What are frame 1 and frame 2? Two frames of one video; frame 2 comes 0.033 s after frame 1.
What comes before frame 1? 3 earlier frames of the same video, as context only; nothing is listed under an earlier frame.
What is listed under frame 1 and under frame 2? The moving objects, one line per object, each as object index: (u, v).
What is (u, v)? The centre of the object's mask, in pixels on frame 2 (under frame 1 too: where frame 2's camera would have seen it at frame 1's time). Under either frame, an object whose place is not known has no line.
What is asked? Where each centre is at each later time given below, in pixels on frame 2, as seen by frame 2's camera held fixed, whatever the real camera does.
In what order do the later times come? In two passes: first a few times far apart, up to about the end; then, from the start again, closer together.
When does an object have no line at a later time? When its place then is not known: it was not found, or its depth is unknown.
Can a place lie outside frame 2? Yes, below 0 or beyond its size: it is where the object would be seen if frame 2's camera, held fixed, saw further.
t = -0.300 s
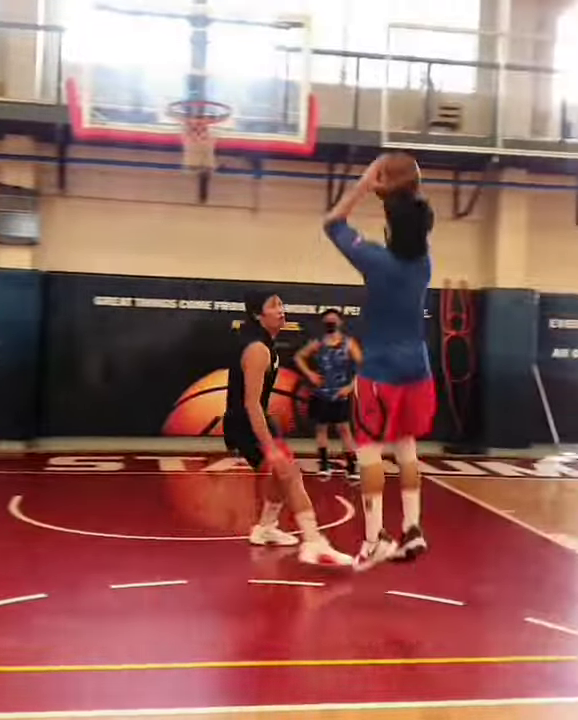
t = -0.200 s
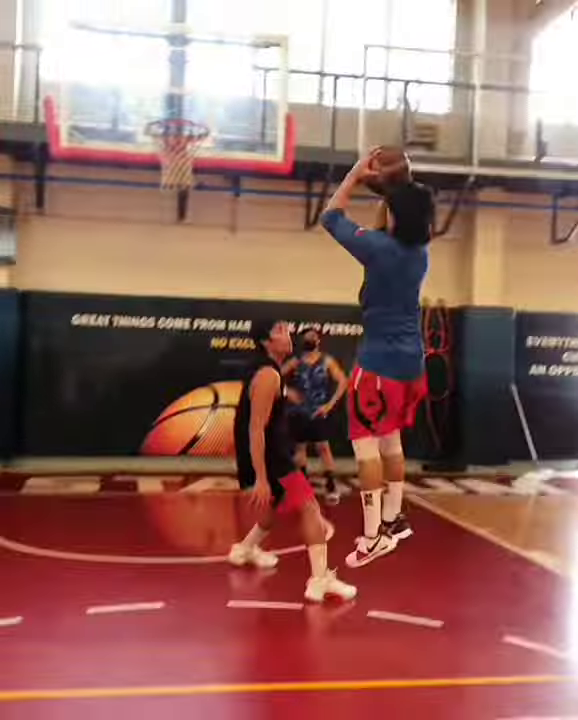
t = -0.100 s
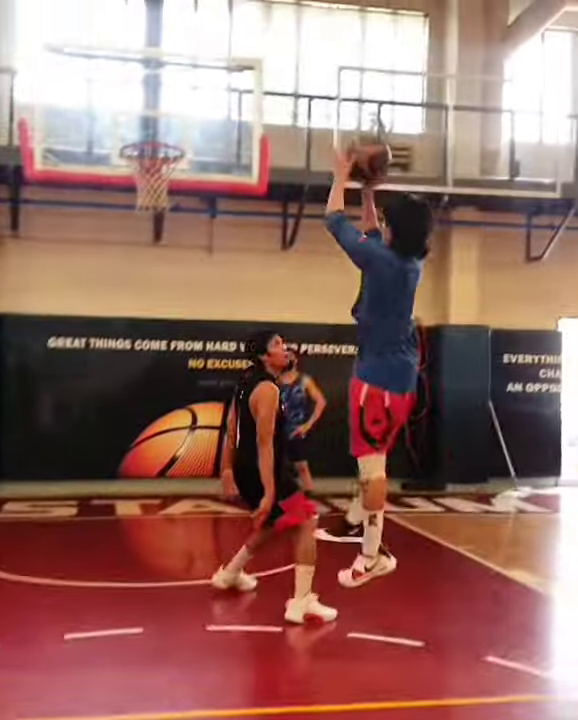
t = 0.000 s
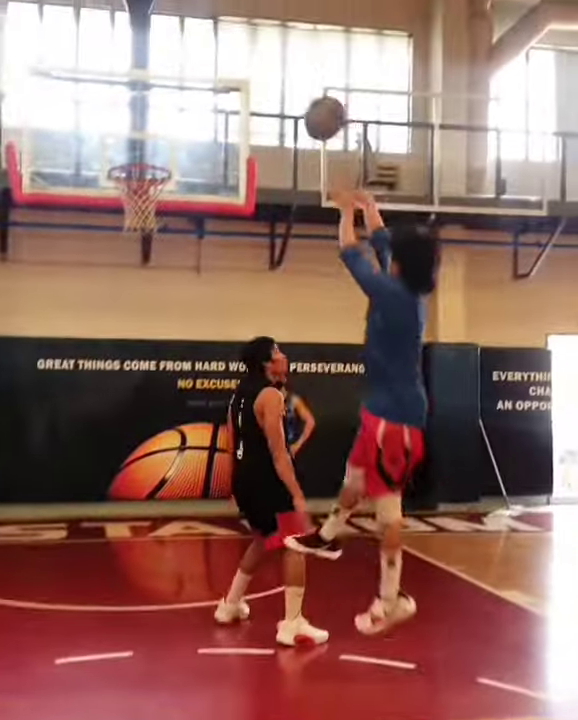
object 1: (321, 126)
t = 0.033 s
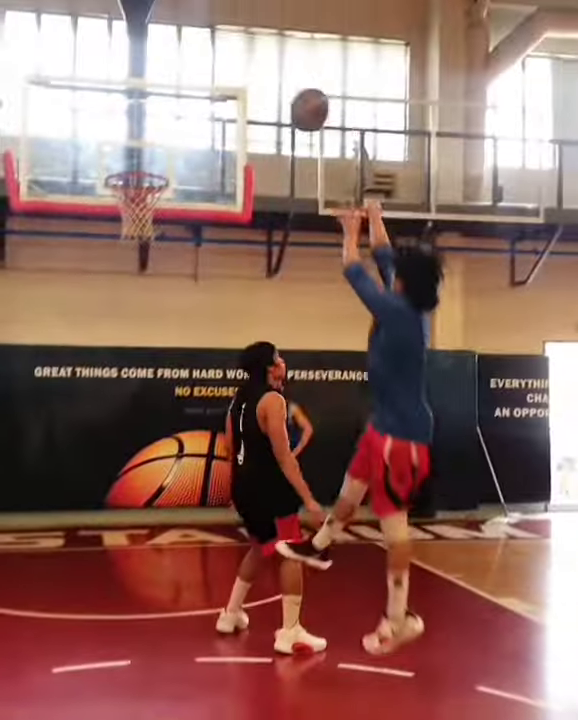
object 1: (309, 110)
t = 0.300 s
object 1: (228, 62)
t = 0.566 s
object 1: (166, 118)
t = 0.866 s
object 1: (134, 242)
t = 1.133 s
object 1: (128, 413)
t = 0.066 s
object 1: (297, 96)
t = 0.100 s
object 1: (286, 85)
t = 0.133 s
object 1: (276, 76)
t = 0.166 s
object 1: (265, 69)
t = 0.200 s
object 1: (255, 65)
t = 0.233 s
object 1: (245, 62)
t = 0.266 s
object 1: (236, 61)
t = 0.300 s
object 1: (228, 62)
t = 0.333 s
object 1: (219, 65)
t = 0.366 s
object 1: (211, 68)
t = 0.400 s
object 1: (203, 74)
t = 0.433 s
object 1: (195, 80)
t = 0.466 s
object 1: (188, 87)
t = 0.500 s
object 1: (180, 97)
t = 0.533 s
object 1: (173, 106)
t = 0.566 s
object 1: (166, 118)
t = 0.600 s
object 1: (160, 131)
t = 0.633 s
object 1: (152, 145)
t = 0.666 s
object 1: (147, 159)
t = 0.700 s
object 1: (140, 174)
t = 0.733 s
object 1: (136, 186)
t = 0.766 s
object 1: (139, 187)
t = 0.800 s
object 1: (132, 198)
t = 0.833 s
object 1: (128, 208)
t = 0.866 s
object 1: (134, 242)
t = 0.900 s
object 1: (133, 258)
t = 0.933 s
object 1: (134, 276)
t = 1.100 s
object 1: (130, 387)
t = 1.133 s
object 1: (128, 413)
